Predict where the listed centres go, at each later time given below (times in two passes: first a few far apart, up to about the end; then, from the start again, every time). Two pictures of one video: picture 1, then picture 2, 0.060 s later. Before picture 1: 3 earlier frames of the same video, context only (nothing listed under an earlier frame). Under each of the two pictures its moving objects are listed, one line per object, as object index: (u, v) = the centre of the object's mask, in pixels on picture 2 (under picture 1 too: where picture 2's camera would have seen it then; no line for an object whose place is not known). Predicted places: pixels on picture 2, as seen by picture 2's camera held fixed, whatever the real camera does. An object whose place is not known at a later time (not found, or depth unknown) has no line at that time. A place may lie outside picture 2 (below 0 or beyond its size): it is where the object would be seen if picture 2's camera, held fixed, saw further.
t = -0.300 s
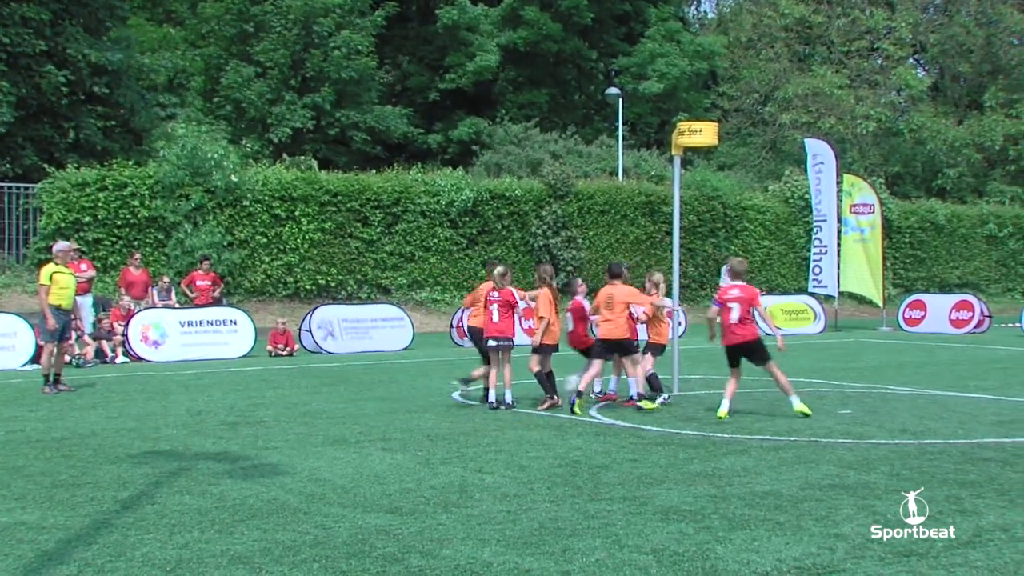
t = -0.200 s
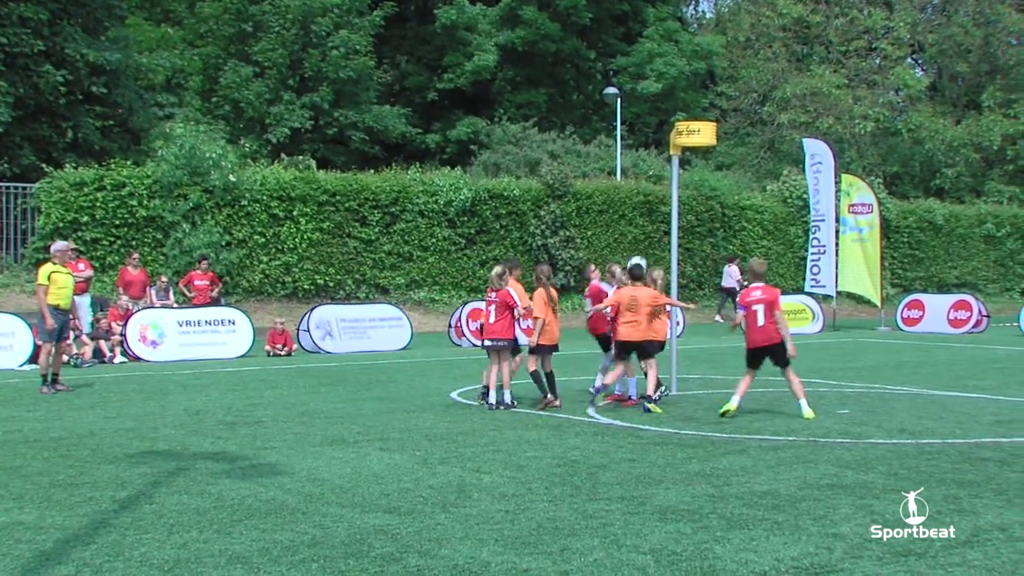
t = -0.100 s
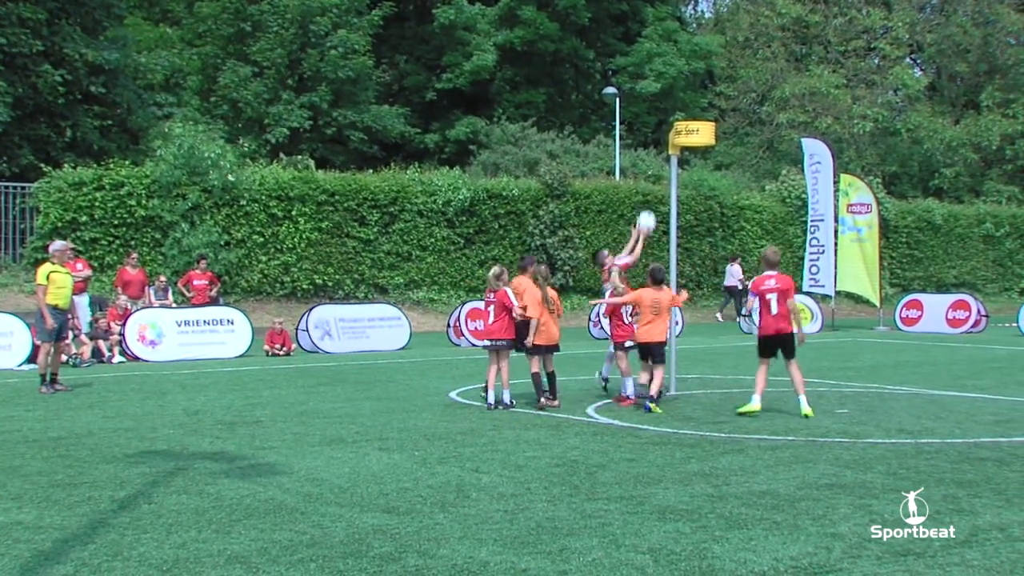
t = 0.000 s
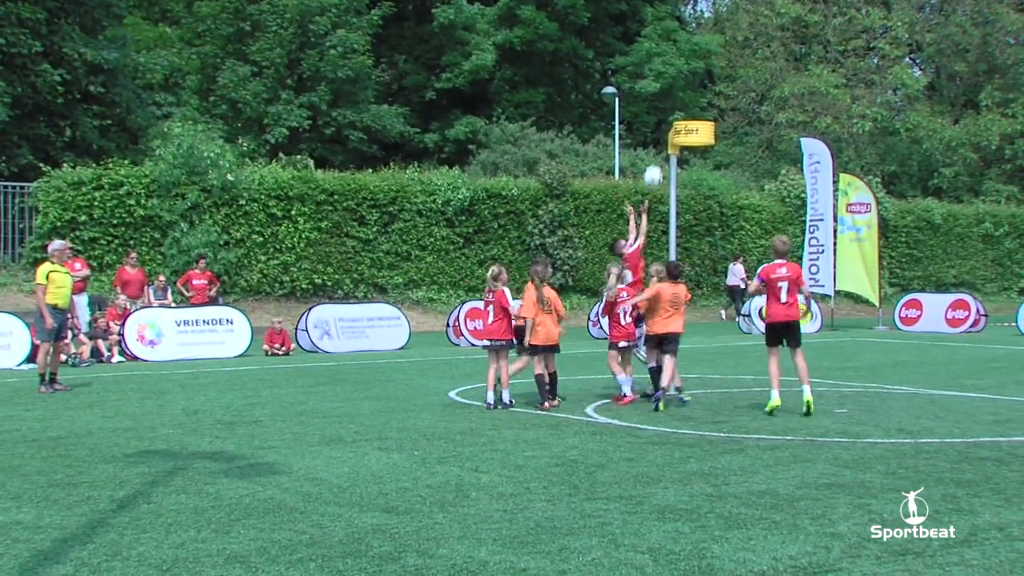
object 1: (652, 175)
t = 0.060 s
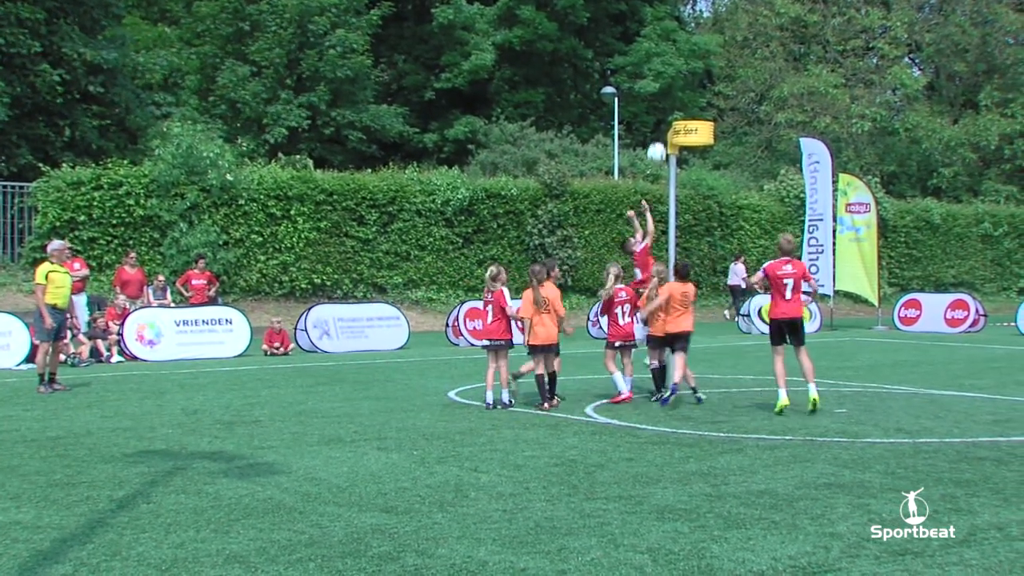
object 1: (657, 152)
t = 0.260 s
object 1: (670, 101)
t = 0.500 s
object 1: (685, 86)
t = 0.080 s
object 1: (657, 145)
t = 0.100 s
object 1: (658, 139)
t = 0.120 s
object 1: (660, 133)
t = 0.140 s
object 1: (661, 128)
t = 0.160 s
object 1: (663, 122)
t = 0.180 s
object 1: (664, 118)
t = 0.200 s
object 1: (666, 113)
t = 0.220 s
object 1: (667, 109)
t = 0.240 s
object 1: (668, 105)
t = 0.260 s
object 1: (670, 101)
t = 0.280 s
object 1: (671, 98)
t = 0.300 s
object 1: (672, 95)
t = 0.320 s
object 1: (674, 93)
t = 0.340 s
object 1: (675, 90)
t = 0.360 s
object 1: (677, 88)
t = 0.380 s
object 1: (678, 87)
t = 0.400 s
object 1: (679, 85)
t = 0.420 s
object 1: (680, 85)
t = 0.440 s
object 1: (681, 84)
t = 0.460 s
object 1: (683, 85)
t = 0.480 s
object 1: (684, 85)
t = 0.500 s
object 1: (685, 86)
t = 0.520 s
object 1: (686, 87)
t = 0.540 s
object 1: (688, 88)
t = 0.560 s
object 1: (689, 90)
